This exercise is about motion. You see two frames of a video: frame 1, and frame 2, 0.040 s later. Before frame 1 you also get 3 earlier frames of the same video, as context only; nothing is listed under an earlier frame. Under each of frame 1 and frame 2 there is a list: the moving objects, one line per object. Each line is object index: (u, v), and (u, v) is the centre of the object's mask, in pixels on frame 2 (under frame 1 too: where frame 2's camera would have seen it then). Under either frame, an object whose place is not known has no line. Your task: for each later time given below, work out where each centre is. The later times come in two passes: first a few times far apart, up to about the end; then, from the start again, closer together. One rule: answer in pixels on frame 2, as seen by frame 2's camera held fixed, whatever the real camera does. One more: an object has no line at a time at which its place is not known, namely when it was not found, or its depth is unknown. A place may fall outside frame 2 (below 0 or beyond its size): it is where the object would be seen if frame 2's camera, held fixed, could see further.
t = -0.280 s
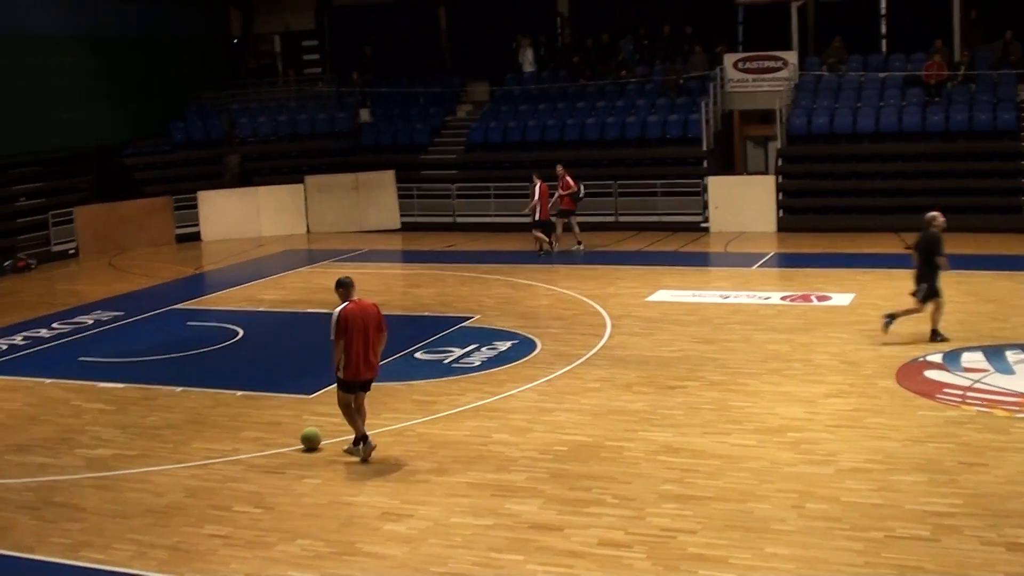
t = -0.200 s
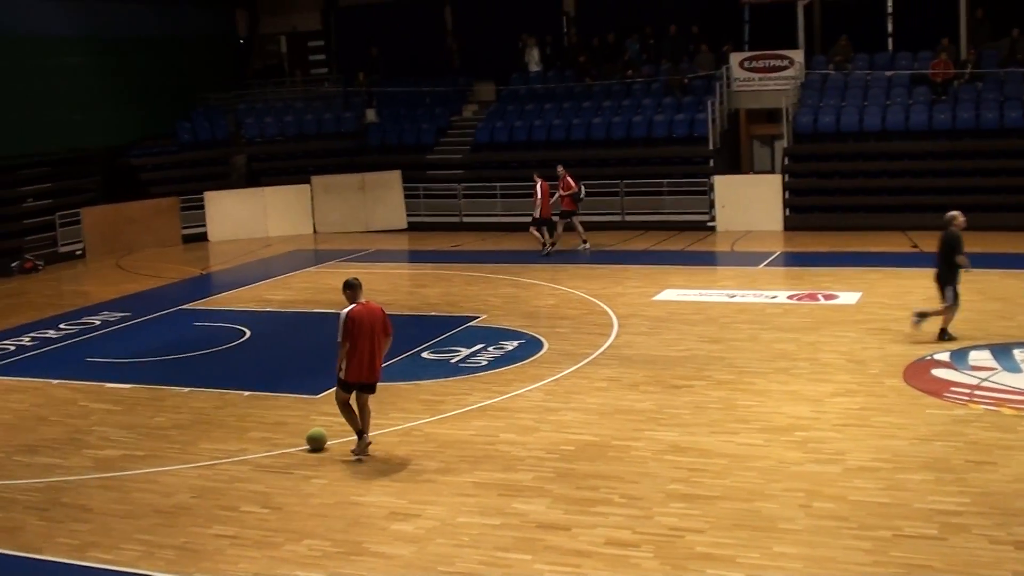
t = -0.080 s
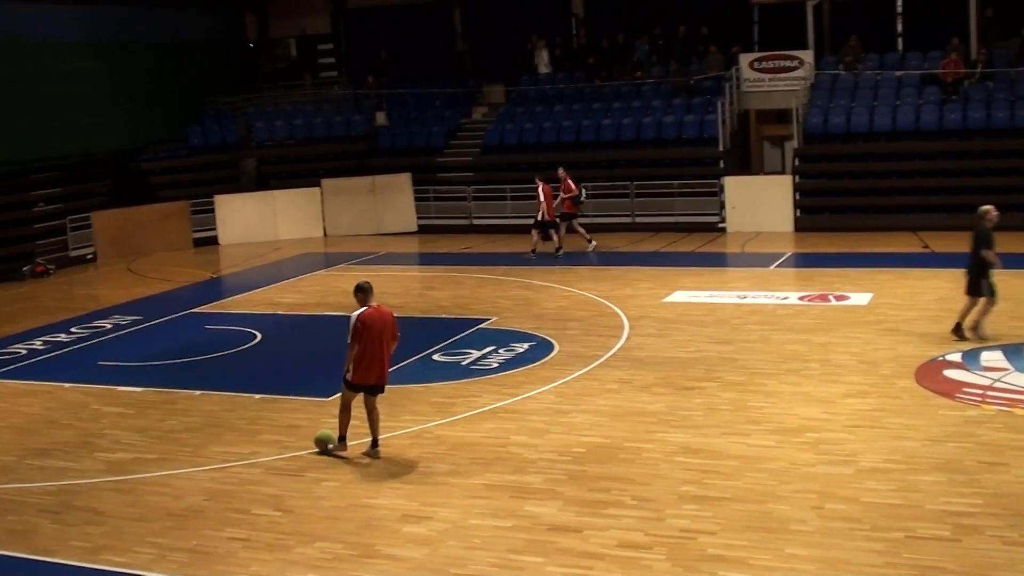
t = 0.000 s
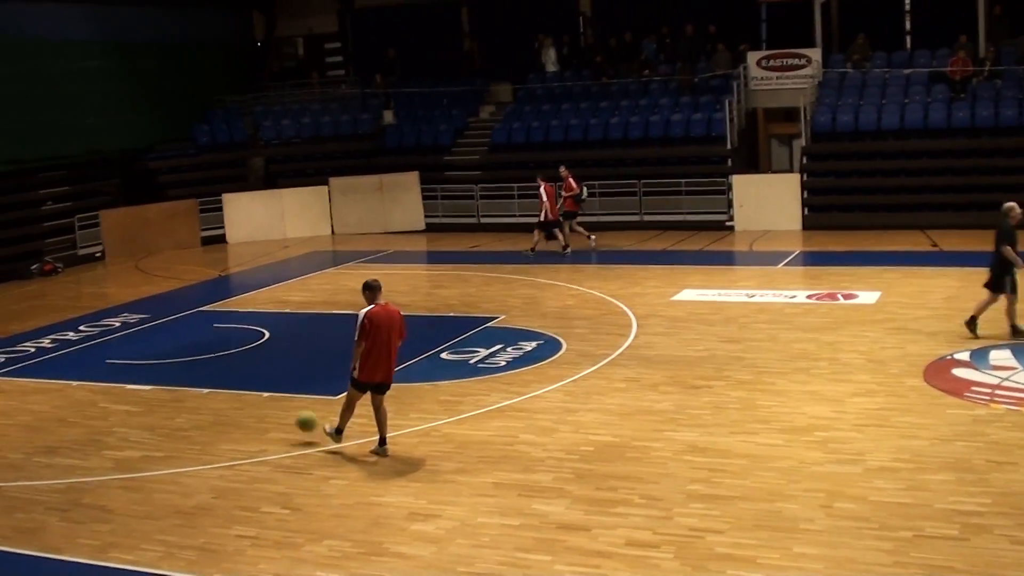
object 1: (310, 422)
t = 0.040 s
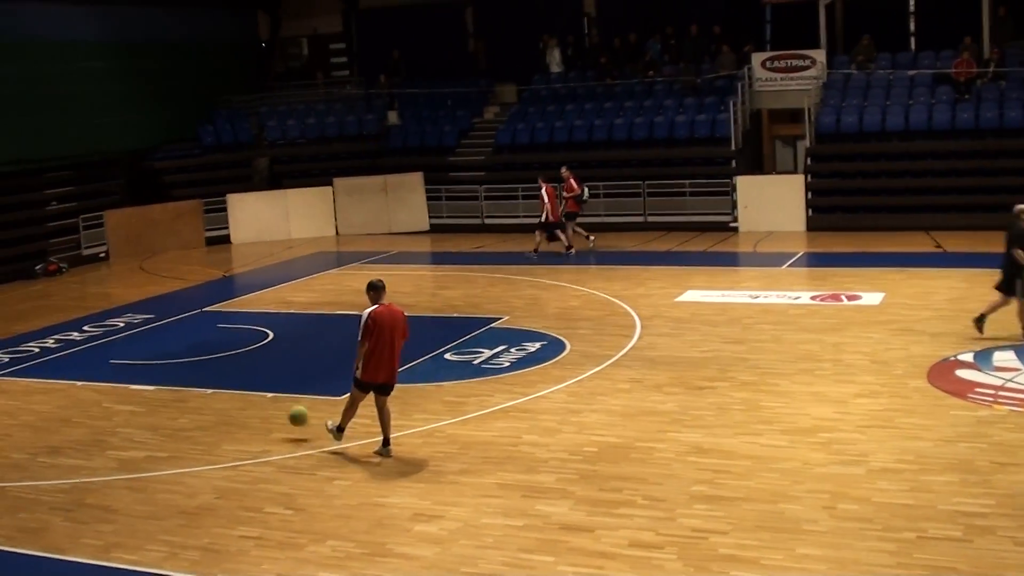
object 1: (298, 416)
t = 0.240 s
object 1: (244, 409)
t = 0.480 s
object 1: (196, 391)
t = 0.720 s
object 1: (162, 380)
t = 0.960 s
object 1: (136, 374)
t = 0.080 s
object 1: (287, 411)
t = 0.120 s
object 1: (275, 408)
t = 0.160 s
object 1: (264, 407)
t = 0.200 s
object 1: (254, 407)
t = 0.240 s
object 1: (244, 409)
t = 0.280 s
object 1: (235, 409)
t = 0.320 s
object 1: (227, 402)
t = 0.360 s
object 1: (218, 397)
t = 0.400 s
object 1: (210, 394)
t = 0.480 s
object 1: (196, 391)
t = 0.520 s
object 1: (190, 391)
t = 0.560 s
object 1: (183, 393)
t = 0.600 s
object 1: (177, 388)
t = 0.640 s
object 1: (172, 383)
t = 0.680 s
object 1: (167, 381)
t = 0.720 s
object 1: (162, 380)
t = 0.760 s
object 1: (156, 380)
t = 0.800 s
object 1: (152, 382)
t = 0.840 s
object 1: (148, 379)
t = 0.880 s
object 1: (144, 375)
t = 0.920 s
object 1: (141, 373)
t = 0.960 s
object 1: (136, 374)
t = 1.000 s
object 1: (132, 375)
